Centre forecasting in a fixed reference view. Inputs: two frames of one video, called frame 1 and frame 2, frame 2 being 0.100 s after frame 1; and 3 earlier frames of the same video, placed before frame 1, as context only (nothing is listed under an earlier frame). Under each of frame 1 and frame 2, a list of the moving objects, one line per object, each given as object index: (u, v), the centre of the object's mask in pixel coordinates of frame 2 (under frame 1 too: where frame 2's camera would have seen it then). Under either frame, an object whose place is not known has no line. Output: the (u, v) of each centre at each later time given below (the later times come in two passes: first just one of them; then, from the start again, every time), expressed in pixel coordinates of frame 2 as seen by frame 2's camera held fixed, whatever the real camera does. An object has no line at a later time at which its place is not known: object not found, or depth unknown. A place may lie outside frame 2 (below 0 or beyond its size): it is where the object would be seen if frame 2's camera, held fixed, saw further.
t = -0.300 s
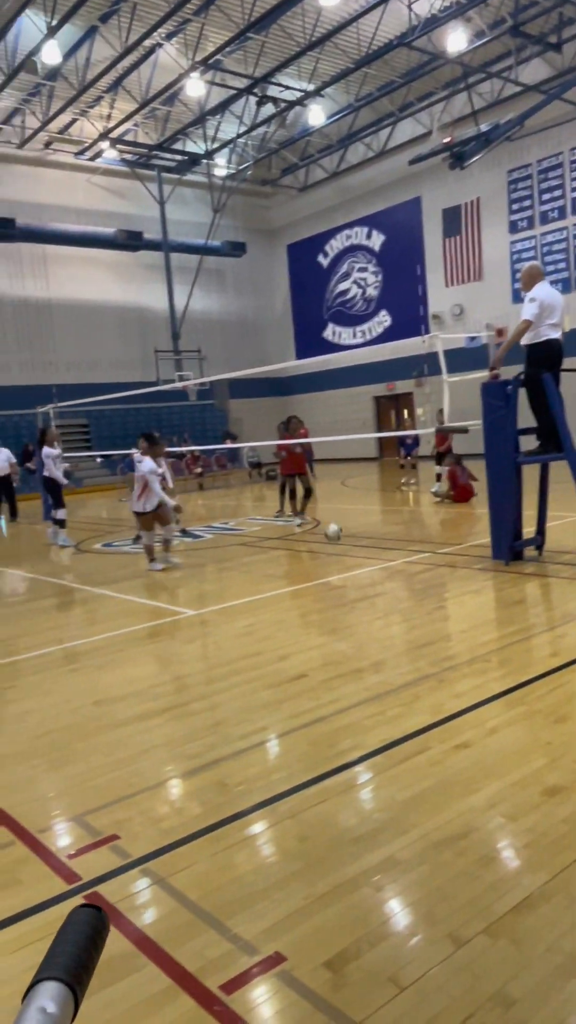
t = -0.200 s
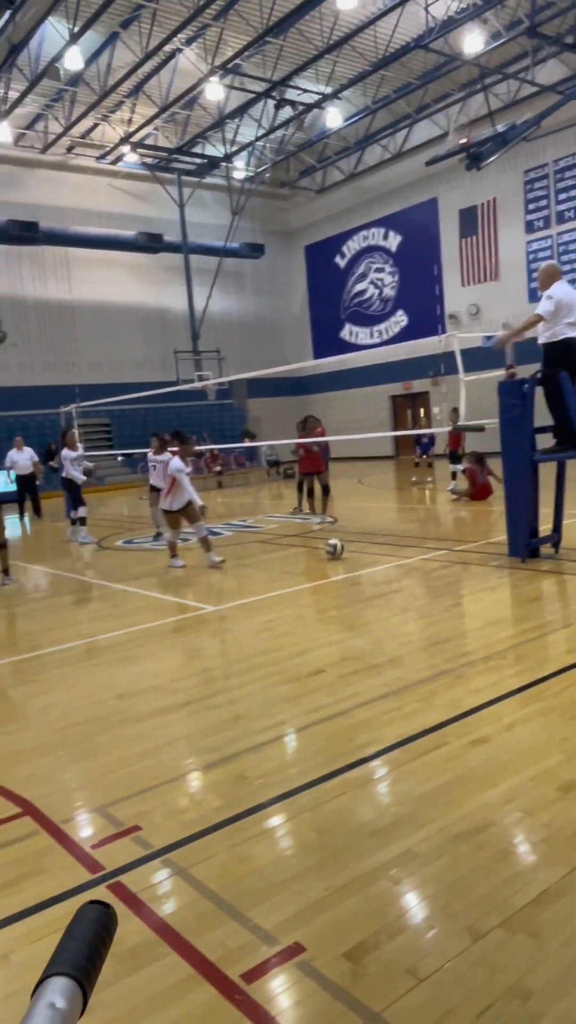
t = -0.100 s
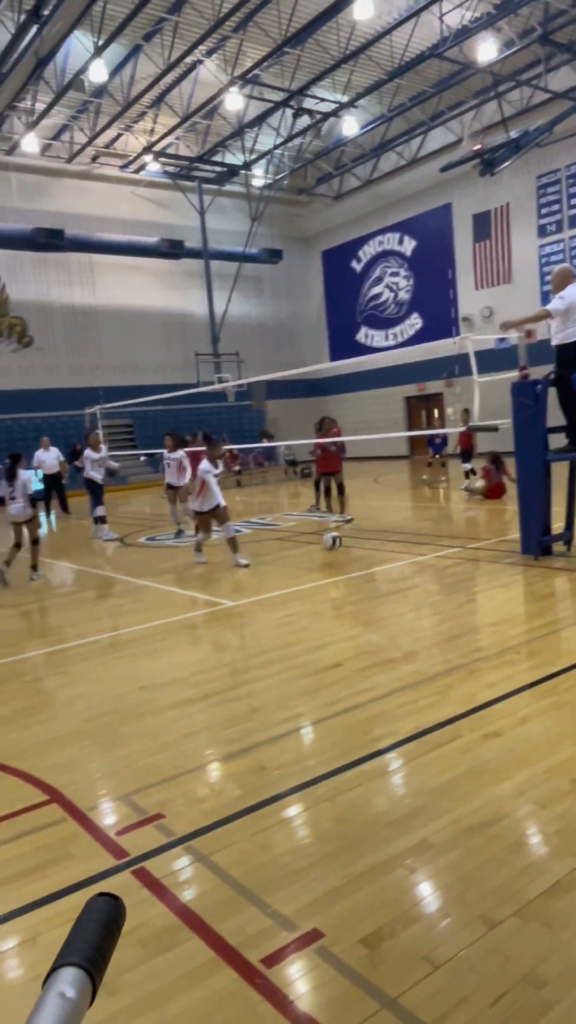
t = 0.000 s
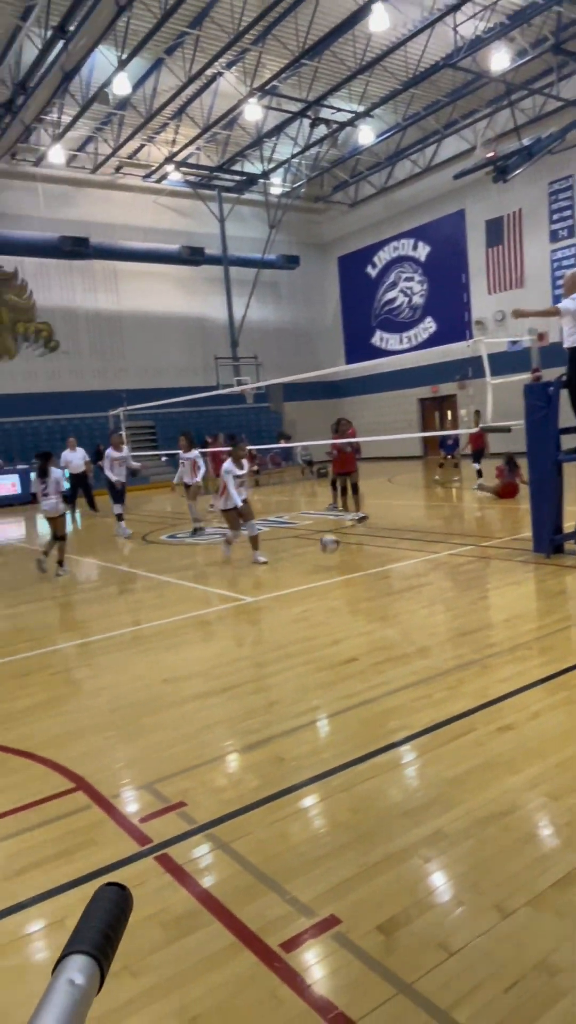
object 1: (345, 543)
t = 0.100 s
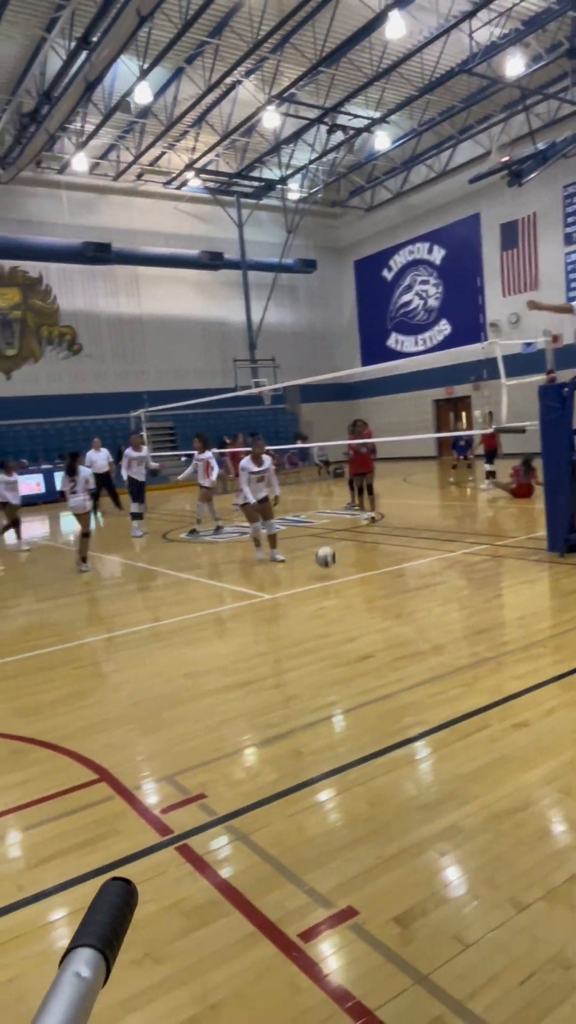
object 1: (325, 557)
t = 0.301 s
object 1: (280, 574)
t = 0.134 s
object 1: (319, 566)
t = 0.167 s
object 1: (312, 573)
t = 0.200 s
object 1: (305, 572)
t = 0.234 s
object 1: (296, 571)
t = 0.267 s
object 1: (288, 572)
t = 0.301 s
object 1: (280, 574)
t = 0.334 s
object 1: (272, 578)
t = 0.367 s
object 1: (263, 583)
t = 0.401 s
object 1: (254, 590)
